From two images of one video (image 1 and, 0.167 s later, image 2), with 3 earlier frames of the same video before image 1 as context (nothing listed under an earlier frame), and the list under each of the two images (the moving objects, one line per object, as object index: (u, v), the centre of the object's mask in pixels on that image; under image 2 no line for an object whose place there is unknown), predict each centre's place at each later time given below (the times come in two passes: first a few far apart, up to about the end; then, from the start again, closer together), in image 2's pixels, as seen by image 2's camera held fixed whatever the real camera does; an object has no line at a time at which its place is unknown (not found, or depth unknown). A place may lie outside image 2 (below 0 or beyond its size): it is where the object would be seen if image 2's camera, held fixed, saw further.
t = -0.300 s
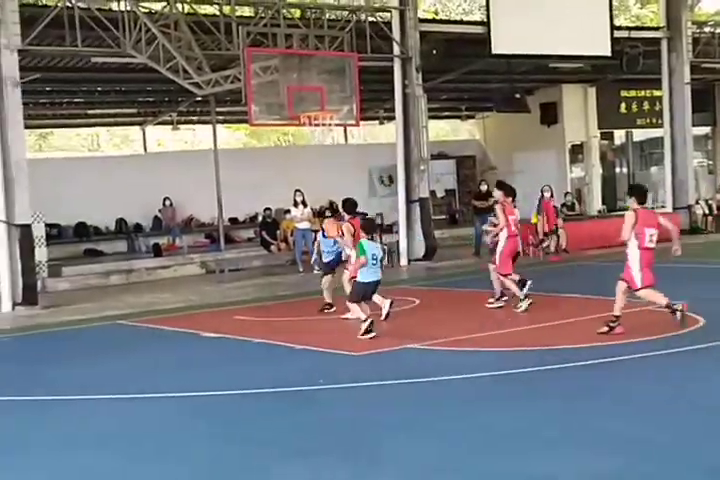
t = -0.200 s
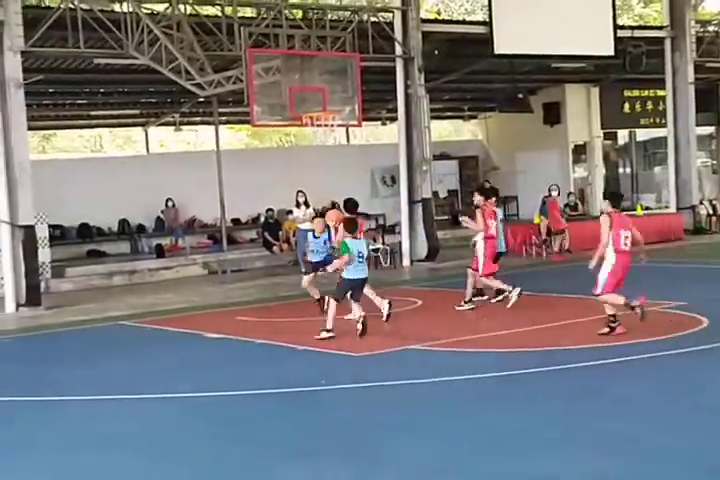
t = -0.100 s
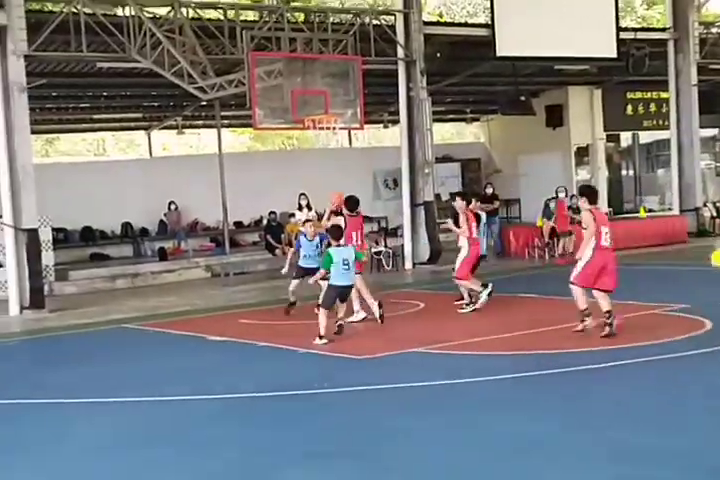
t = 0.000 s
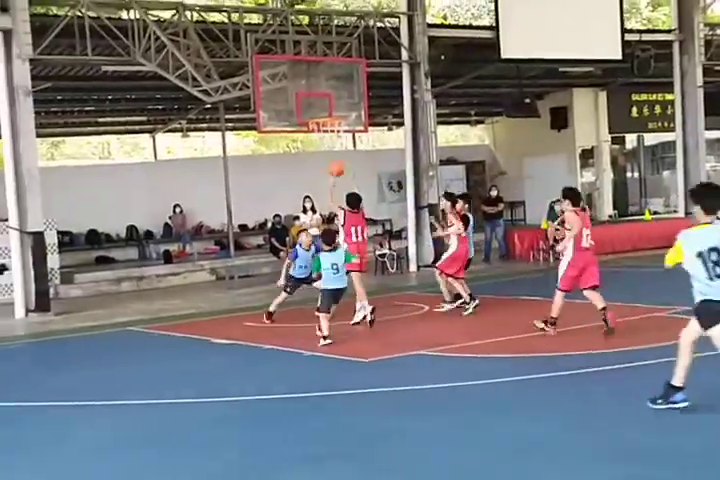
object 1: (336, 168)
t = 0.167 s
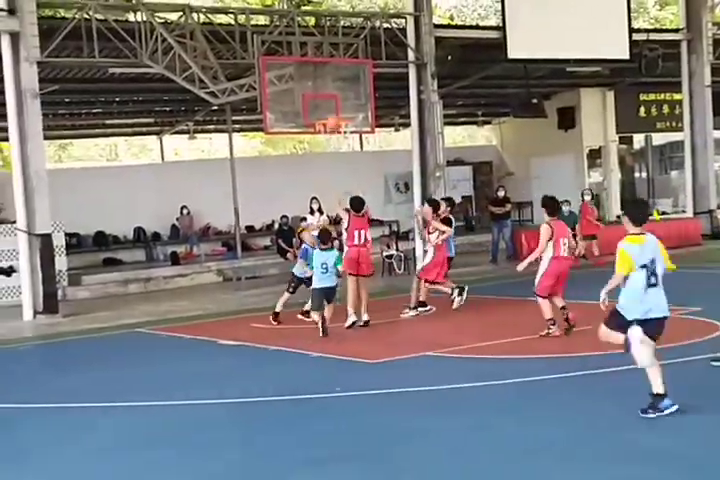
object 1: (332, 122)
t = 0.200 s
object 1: (332, 115)
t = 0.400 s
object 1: (324, 95)
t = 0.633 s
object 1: (318, 107)
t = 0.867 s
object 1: (342, 137)
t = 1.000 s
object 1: (352, 160)
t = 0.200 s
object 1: (332, 115)
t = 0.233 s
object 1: (330, 110)
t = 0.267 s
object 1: (329, 105)
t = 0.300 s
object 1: (328, 101)
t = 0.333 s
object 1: (327, 98)
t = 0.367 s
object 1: (326, 96)
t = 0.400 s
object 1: (324, 95)
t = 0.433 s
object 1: (324, 95)
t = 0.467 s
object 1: (323, 95)
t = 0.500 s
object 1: (322, 95)
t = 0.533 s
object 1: (322, 97)
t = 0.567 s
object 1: (320, 100)
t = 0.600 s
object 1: (320, 103)
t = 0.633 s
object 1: (318, 107)
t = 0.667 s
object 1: (321, 110)
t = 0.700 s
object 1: (324, 113)
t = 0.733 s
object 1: (327, 115)
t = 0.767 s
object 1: (331, 116)
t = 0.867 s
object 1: (342, 137)
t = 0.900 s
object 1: (345, 142)
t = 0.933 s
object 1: (347, 147)
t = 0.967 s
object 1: (349, 153)
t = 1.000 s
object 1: (352, 160)
